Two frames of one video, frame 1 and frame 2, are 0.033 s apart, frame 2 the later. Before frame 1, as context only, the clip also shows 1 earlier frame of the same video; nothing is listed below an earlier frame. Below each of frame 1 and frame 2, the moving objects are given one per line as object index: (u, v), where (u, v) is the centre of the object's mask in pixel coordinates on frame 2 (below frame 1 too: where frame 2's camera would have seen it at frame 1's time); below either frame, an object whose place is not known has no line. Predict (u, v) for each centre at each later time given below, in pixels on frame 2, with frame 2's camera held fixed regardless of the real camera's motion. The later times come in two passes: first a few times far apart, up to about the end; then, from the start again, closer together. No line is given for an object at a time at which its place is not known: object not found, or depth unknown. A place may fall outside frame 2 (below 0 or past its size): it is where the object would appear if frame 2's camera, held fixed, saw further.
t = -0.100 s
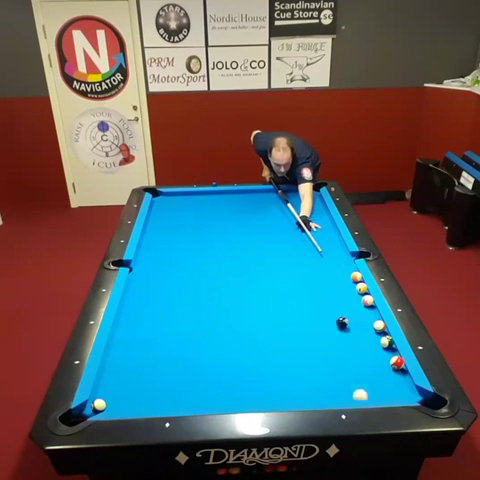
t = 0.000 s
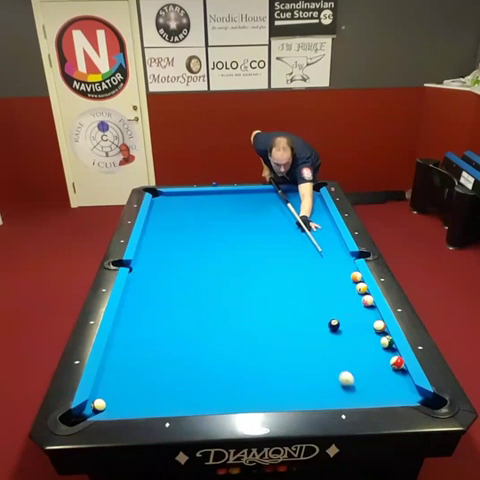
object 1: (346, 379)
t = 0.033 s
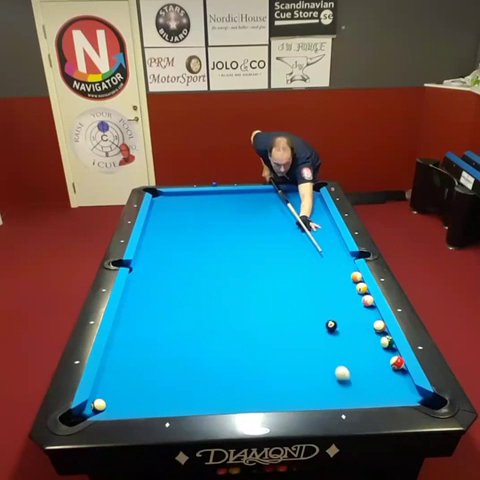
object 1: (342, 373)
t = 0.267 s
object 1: (317, 345)
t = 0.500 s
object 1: (306, 338)
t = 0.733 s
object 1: (299, 335)
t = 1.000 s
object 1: (292, 333)
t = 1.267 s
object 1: (286, 330)
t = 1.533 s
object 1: (281, 329)
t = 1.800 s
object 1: (277, 327)
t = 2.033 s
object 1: (274, 325)
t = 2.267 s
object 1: (272, 325)
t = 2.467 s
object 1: (271, 324)
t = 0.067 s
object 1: (338, 368)
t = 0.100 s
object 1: (334, 364)
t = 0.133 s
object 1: (330, 360)
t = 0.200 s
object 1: (324, 352)
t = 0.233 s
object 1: (321, 349)
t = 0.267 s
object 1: (317, 345)
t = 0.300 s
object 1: (314, 342)
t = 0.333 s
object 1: (311, 339)
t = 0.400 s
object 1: (310, 339)
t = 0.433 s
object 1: (309, 339)
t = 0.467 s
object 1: (307, 338)
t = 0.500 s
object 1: (306, 338)
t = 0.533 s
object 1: (305, 338)
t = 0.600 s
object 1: (303, 337)
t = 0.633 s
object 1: (302, 336)
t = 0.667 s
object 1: (301, 336)
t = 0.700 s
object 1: (300, 336)
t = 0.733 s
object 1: (299, 335)
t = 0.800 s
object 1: (297, 335)
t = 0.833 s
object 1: (296, 334)
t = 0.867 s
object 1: (295, 334)
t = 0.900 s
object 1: (295, 333)
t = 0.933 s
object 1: (294, 333)
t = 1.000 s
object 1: (292, 333)
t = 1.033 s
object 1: (291, 332)
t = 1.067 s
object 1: (290, 332)
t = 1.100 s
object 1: (290, 332)
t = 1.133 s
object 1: (289, 331)
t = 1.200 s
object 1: (287, 331)
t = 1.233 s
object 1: (287, 330)
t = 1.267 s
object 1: (286, 330)
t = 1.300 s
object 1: (286, 330)
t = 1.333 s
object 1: (285, 330)
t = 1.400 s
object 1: (283, 329)
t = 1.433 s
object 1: (283, 329)
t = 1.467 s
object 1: (282, 329)
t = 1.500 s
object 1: (281, 329)
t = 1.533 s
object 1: (281, 329)
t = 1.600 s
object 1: (280, 328)
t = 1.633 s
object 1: (279, 328)
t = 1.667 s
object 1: (279, 328)
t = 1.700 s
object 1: (278, 327)
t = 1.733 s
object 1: (278, 327)
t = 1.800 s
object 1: (277, 327)
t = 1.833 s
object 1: (277, 327)
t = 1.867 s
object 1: (276, 326)
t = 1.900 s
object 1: (276, 326)
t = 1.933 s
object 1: (275, 326)
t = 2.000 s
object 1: (274, 326)
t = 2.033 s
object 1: (274, 325)
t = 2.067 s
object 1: (274, 325)
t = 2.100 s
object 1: (273, 325)
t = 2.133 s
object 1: (273, 325)
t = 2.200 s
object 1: (272, 325)
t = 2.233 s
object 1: (272, 325)
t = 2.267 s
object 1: (272, 325)
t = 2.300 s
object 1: (271, 325)
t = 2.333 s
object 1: (271, 325)
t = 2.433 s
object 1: (271, 324)
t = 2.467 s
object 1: (271, 324)
